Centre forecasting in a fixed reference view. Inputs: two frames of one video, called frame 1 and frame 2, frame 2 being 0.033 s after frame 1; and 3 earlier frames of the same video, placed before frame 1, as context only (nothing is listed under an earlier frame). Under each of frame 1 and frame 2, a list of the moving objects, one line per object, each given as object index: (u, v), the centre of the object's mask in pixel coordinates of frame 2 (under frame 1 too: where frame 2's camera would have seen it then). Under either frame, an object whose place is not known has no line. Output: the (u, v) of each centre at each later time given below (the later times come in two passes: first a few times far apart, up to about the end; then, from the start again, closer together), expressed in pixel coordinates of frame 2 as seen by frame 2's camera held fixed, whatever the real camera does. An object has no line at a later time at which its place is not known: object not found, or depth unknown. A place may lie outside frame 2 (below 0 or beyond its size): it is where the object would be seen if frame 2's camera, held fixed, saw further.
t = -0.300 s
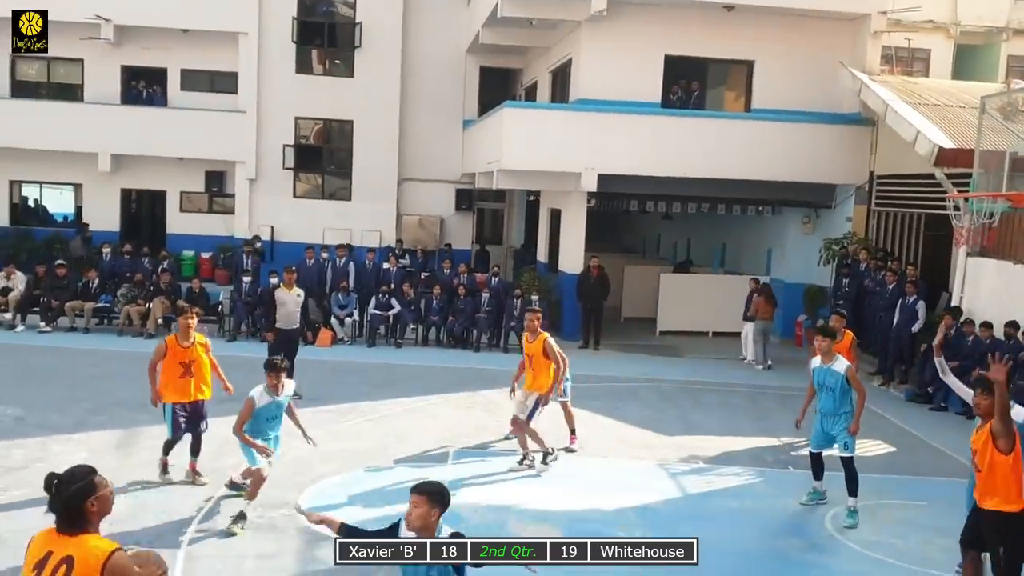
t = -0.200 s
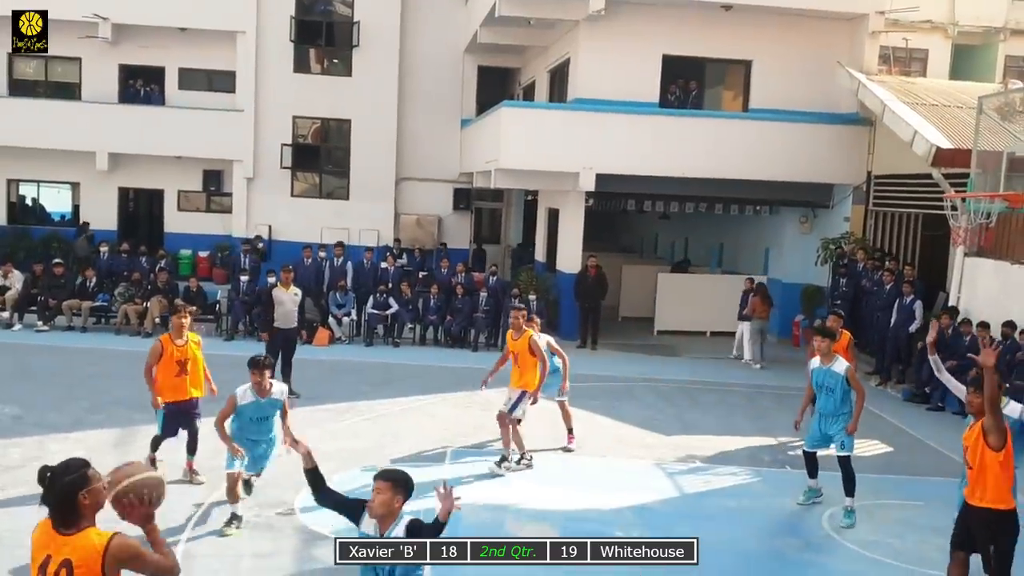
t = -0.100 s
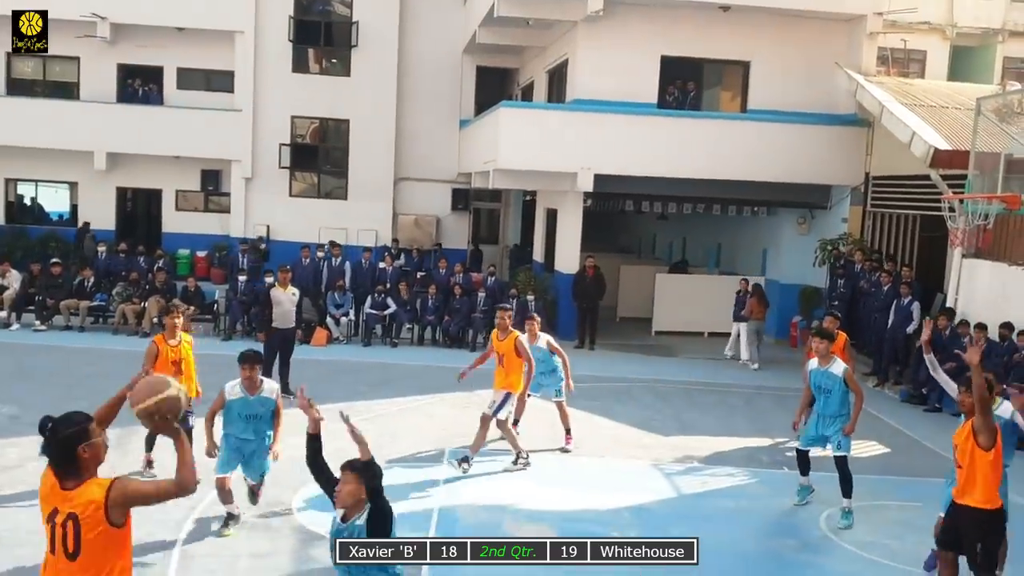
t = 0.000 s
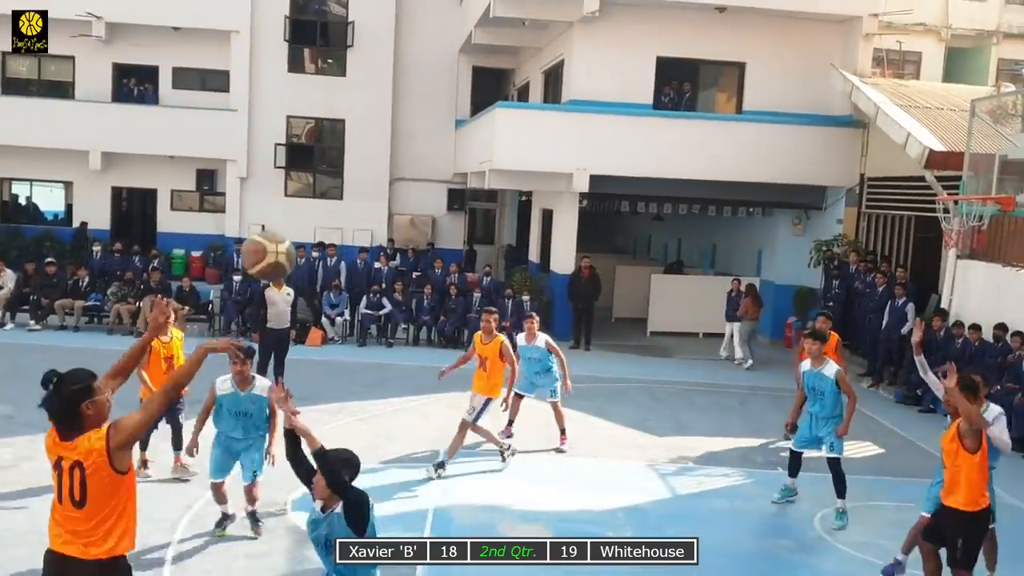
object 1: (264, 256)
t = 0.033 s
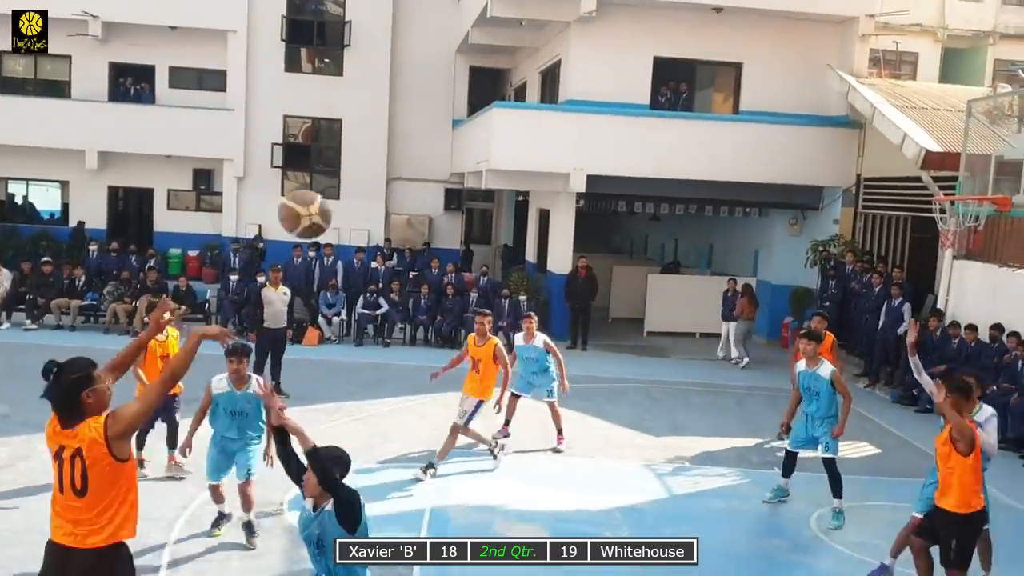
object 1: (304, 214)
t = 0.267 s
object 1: (540, 17)
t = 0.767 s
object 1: (868, -9)
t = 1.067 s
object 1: (986, 115)
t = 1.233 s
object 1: (978, 175)
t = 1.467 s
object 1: (899, 119)
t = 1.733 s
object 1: (797, 136)
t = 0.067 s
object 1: (342, 176)
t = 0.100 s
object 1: (378, 142)
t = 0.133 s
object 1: (413, 111)
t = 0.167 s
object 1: (447, 82)
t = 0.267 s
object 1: (540, 17)
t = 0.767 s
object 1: (868, -9)
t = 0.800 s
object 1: (882, -4)
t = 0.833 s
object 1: (898, 2)
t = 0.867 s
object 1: (912, 14)
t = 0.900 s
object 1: (926, 28)
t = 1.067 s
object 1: (986, 115)
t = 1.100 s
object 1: (997, 133)
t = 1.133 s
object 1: (1008, 158)
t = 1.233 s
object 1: (978, 175)
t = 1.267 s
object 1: (969, 163)
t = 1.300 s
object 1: (958, 152)
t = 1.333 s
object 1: (947, 142)
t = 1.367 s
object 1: (935, 135)
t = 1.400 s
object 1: (923, 129)
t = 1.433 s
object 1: (911, 123)
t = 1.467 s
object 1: (899, 119)
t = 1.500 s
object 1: (886, 116)
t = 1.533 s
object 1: (876, 115)
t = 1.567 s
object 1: (862, 116)
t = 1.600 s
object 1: (850, 117)
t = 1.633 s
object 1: (837, 120)
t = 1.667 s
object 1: (823, 125)
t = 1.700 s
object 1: (811, 130)
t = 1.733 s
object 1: (797, 136)
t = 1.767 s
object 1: (783, 146)
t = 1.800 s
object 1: (770, 155)
